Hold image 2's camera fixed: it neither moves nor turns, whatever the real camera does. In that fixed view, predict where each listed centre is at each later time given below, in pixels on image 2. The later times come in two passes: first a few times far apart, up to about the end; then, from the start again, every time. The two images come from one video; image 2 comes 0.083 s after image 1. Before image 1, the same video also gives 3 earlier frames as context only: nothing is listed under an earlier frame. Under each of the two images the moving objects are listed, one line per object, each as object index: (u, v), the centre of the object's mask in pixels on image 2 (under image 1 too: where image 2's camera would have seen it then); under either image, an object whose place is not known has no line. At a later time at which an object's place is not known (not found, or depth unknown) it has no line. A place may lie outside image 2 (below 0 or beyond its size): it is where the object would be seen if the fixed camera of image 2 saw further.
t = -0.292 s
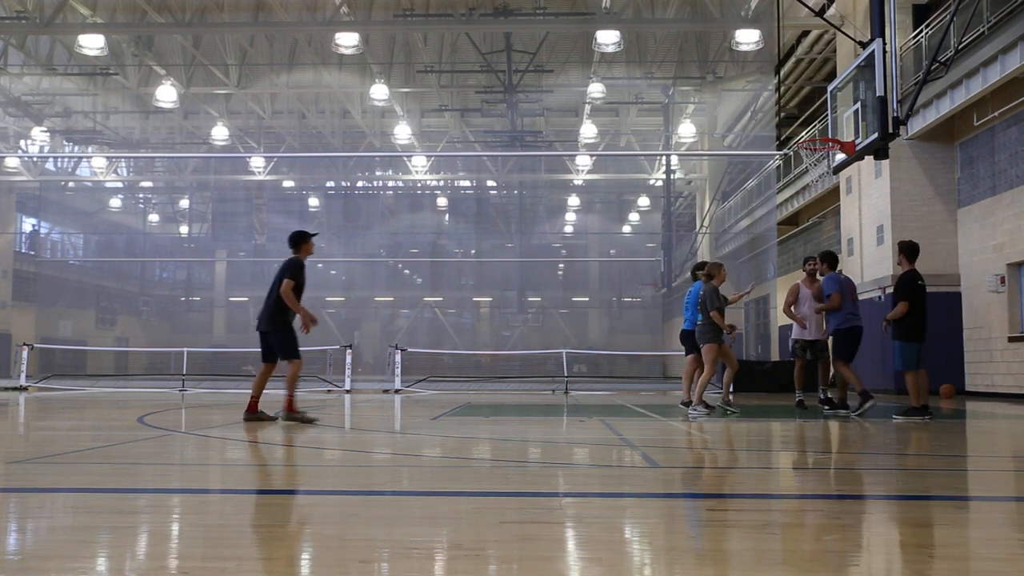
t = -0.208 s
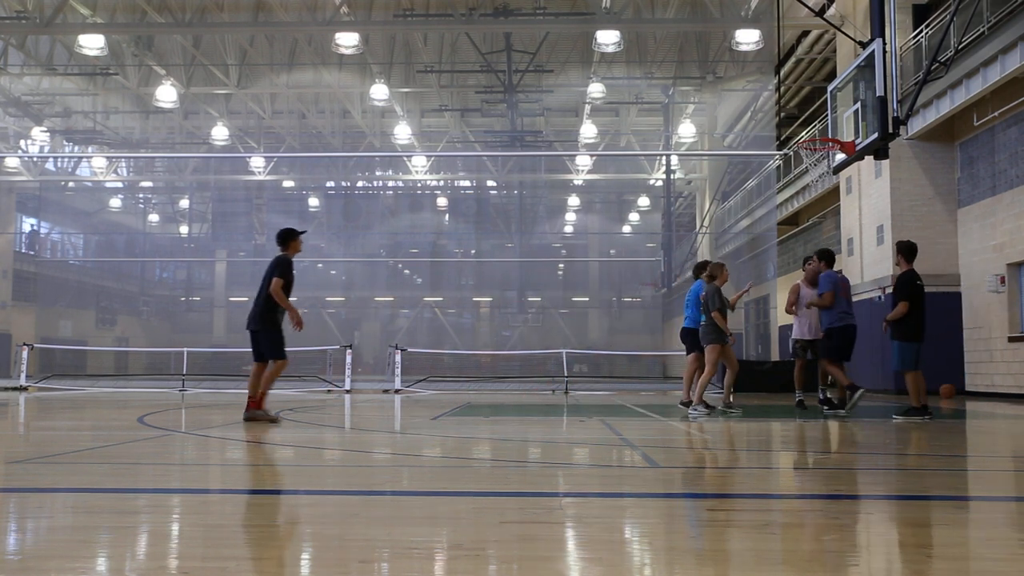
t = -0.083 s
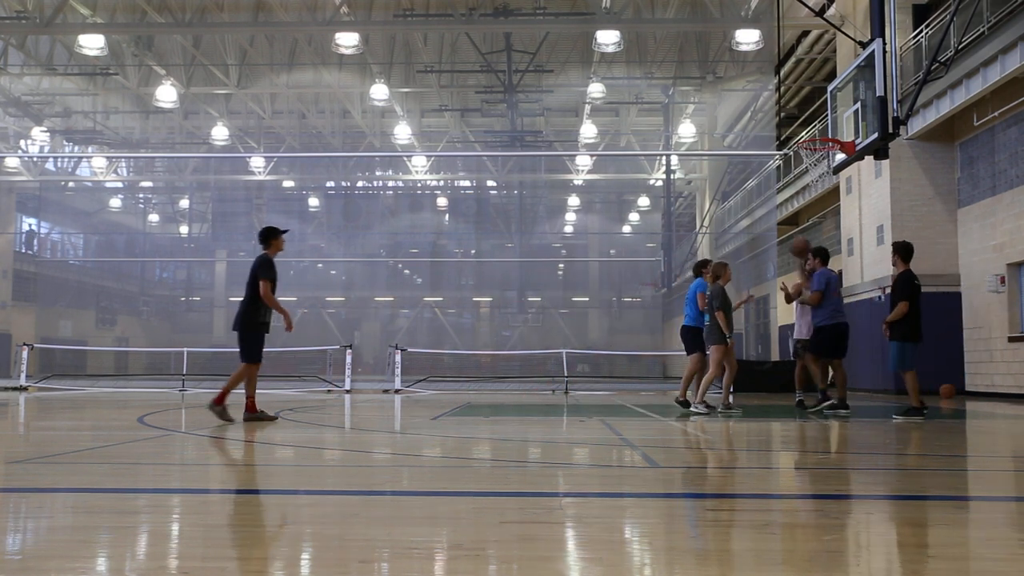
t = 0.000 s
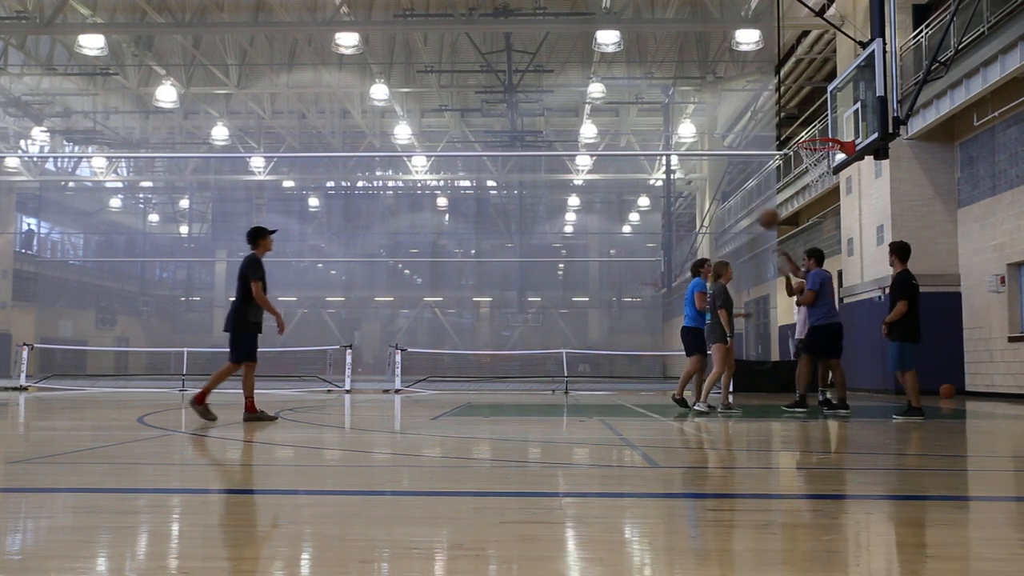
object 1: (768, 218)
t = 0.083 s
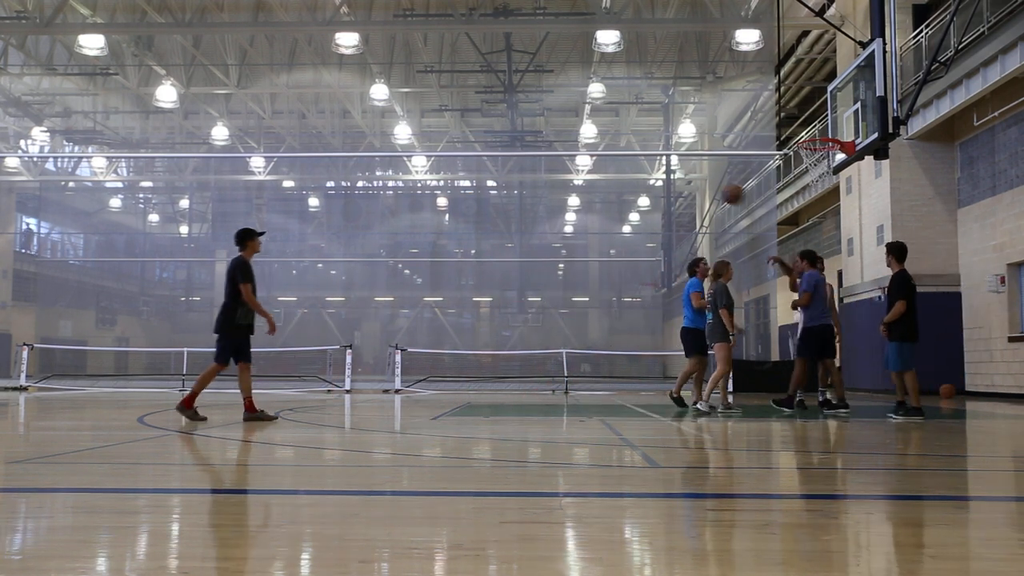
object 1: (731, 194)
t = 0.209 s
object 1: (680, 168)
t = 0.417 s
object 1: (589, 153)
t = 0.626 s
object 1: (494, 178)
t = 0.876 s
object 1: (377, 261)
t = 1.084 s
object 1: (277, 377)
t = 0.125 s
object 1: (714, 183)
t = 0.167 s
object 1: (695, 175)
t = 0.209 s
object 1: (680, 168)
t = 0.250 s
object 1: (660, 162)
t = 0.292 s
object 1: (642, 158)
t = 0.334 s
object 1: (624, 156)
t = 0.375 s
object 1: (606, 154)
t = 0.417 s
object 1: (589, 153)
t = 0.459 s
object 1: (568, 156)
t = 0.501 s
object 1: (550, 159)
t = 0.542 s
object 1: (532, 164)
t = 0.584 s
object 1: (512, 170)
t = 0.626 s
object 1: (494, 178)
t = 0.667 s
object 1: (476, 187)
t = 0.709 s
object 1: (456, 198)
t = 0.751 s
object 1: (435, 213)
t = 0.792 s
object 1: (416, 226)
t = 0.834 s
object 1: (396, 243)
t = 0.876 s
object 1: (377, 261)
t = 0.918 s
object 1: (357, 281)
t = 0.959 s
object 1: (337, 303)
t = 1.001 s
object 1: (317, 326)
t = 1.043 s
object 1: (296, 352)
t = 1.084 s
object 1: (277, 377)
